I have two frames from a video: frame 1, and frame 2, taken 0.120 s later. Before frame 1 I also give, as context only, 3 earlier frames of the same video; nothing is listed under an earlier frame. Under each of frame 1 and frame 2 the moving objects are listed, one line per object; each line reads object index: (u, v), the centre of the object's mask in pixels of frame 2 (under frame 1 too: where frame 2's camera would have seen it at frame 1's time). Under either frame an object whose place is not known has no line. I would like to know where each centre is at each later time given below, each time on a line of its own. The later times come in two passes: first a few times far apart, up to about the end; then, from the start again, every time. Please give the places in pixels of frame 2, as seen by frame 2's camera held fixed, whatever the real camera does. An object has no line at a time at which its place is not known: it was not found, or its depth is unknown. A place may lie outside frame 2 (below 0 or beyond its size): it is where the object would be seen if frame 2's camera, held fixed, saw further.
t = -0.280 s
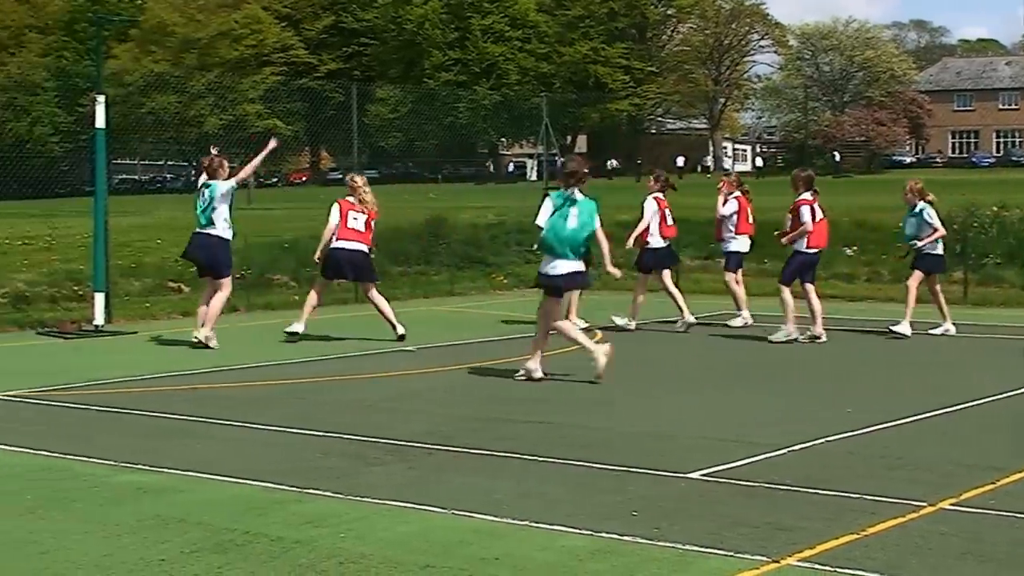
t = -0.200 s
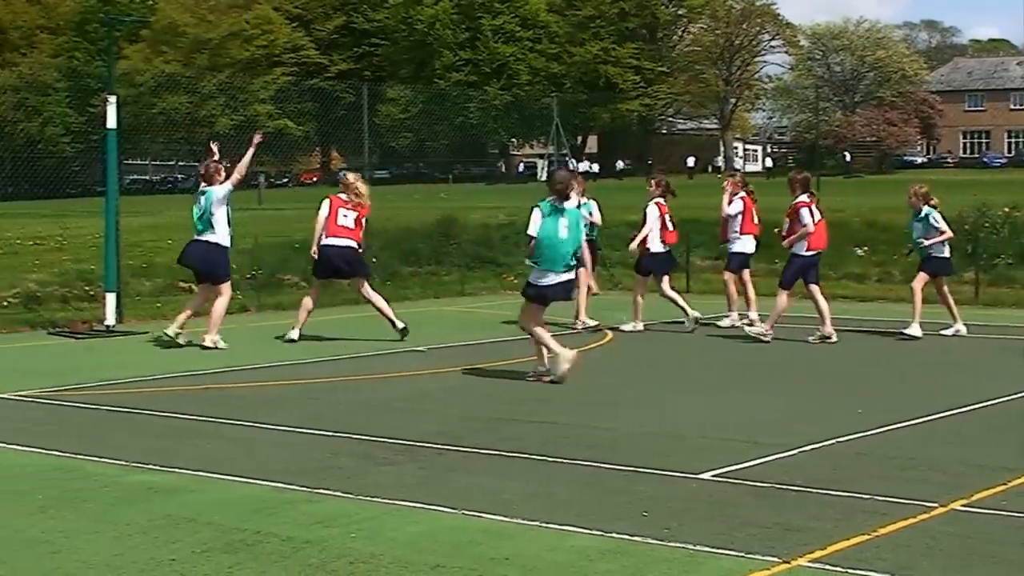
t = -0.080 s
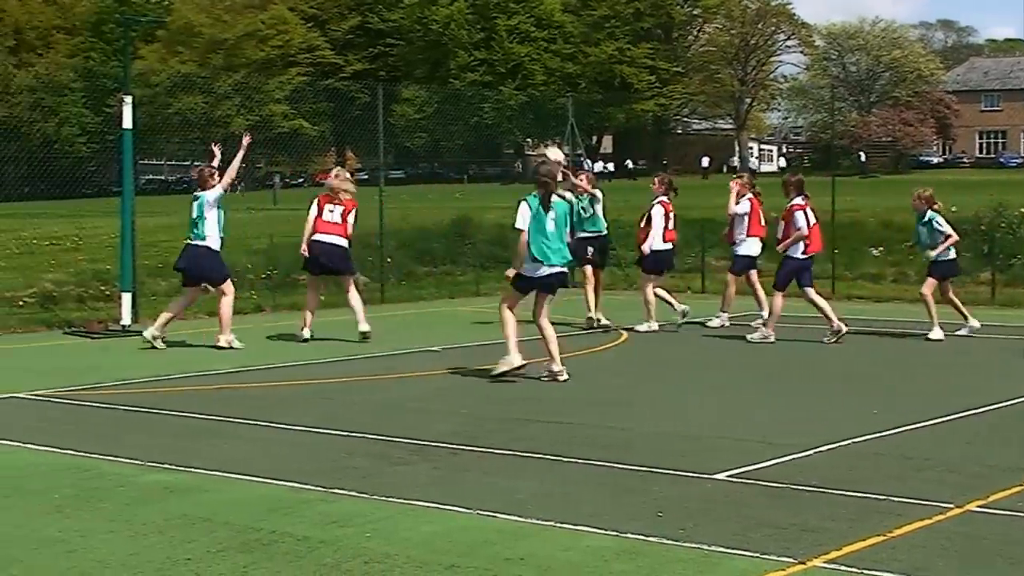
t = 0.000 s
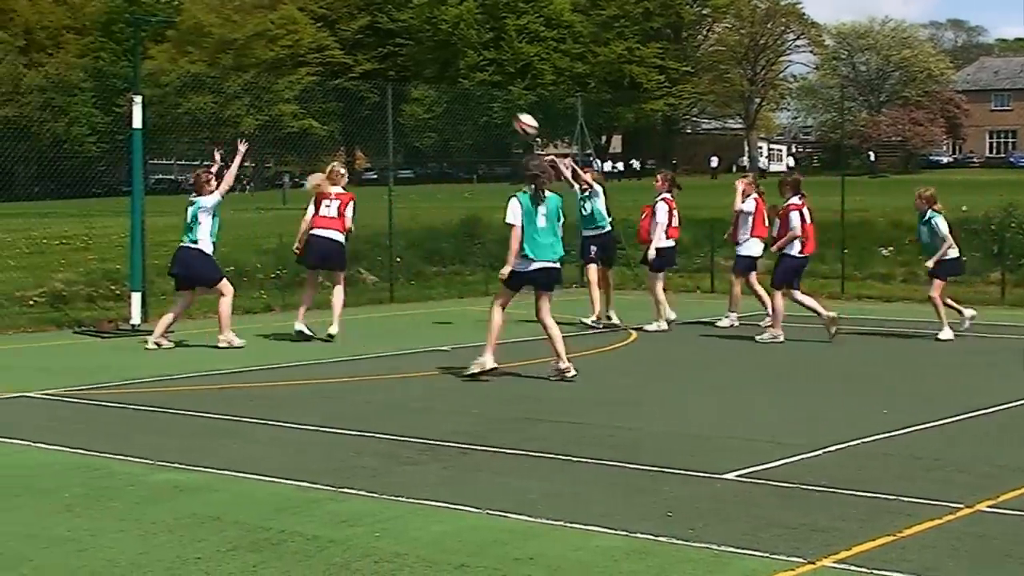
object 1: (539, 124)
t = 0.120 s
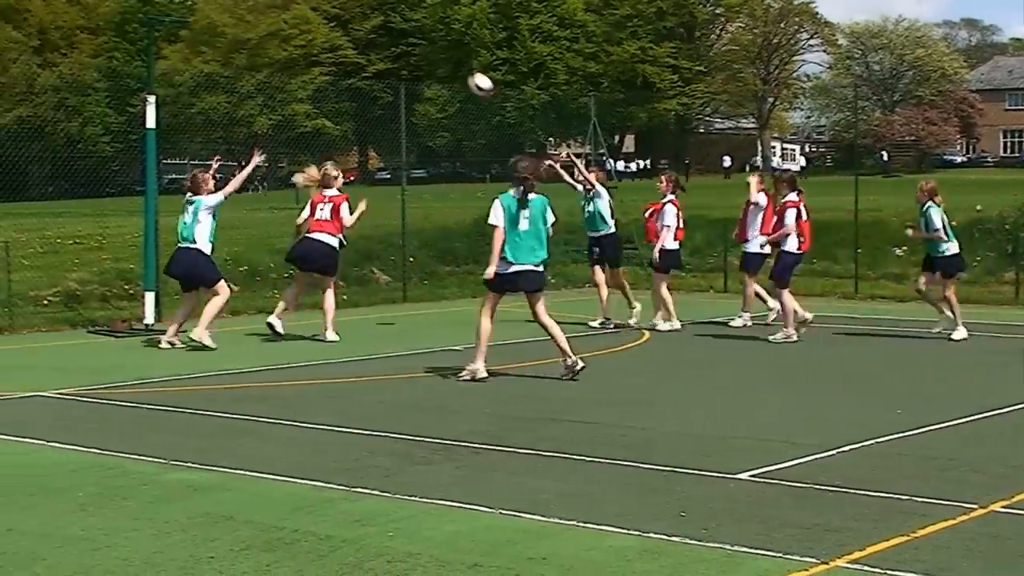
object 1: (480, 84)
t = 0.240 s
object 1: (419, 57)
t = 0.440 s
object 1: (316, 45)
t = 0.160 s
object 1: (460, 74)
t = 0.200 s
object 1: (440, 65)
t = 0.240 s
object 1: (419, 57)
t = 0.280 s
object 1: (399, 50)
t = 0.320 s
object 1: (379, 47)
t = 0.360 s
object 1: (358, 44)
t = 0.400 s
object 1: (337, 44)
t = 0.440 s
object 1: (316, 45)
